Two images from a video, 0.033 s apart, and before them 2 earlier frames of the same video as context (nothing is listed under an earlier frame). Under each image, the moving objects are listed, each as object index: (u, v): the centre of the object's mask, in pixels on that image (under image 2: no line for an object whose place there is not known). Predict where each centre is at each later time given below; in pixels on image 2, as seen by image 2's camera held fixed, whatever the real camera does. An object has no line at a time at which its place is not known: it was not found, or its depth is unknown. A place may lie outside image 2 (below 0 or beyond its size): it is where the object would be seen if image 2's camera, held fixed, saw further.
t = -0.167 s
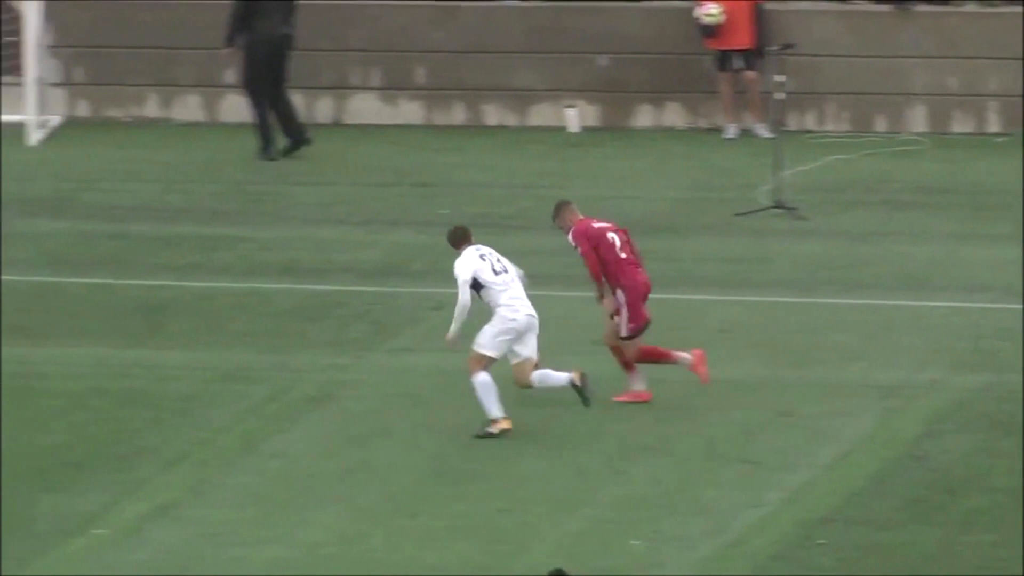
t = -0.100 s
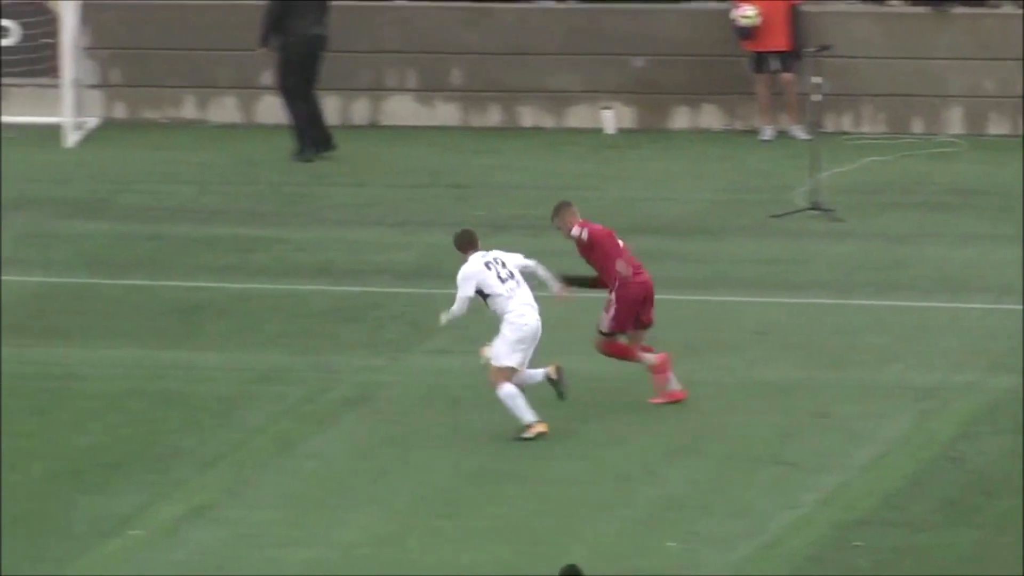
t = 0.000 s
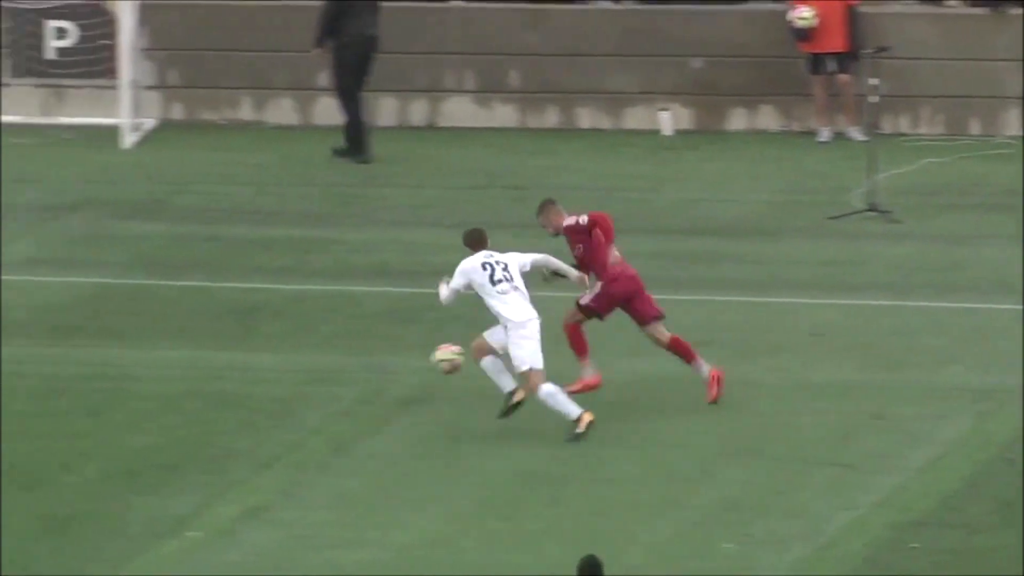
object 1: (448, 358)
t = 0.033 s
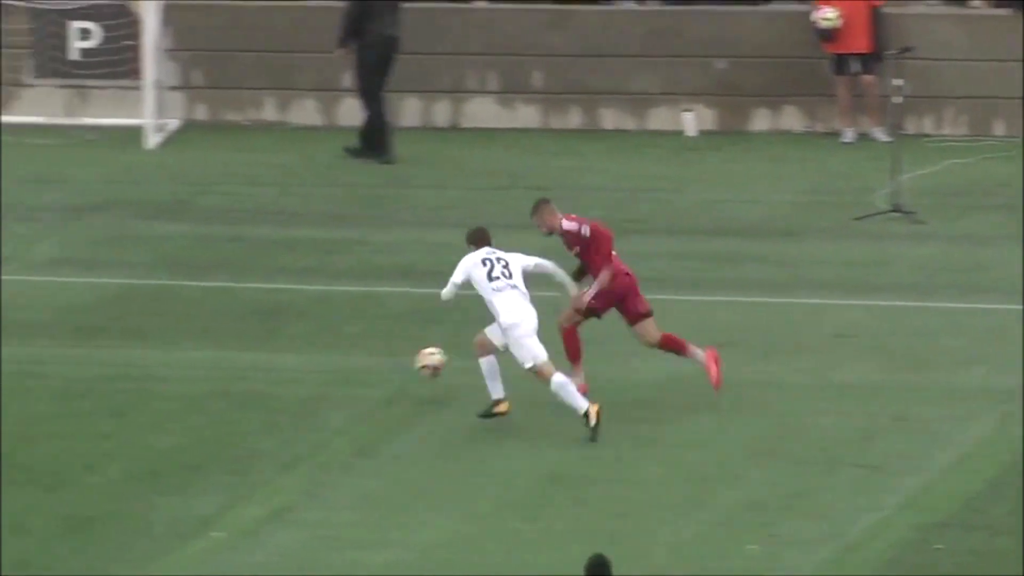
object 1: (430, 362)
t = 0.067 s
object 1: (410, 364)
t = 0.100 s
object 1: (370, 369)
